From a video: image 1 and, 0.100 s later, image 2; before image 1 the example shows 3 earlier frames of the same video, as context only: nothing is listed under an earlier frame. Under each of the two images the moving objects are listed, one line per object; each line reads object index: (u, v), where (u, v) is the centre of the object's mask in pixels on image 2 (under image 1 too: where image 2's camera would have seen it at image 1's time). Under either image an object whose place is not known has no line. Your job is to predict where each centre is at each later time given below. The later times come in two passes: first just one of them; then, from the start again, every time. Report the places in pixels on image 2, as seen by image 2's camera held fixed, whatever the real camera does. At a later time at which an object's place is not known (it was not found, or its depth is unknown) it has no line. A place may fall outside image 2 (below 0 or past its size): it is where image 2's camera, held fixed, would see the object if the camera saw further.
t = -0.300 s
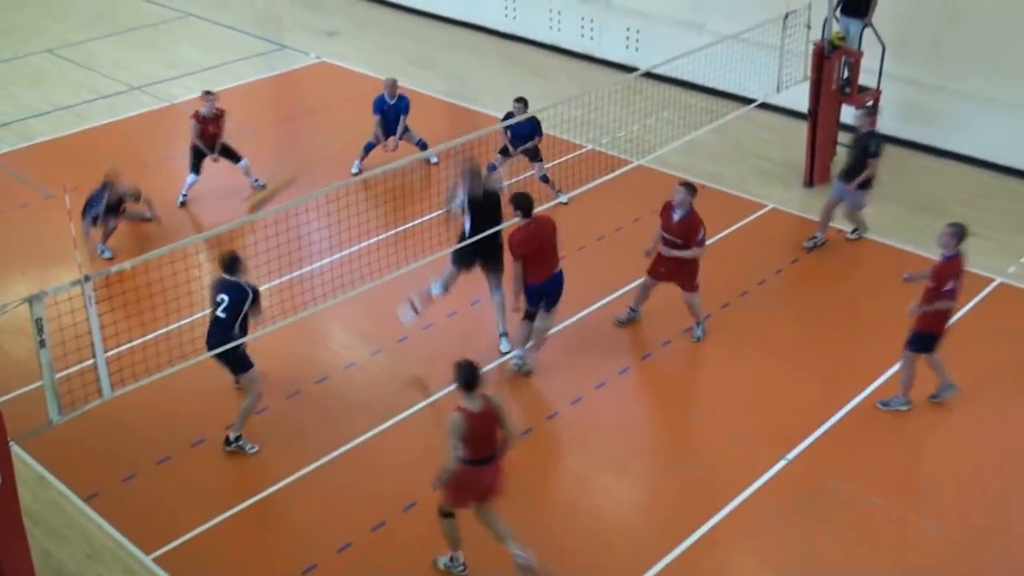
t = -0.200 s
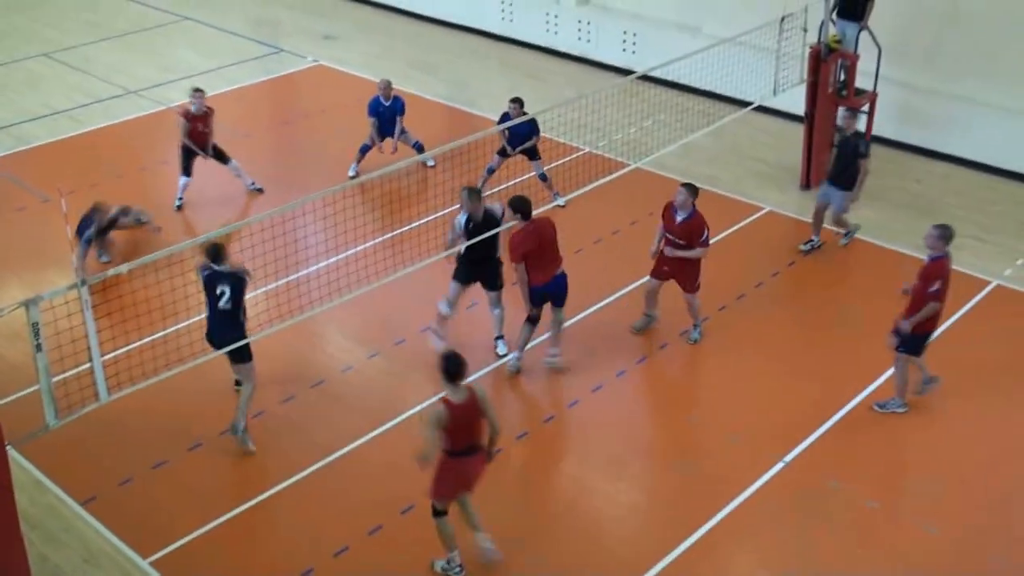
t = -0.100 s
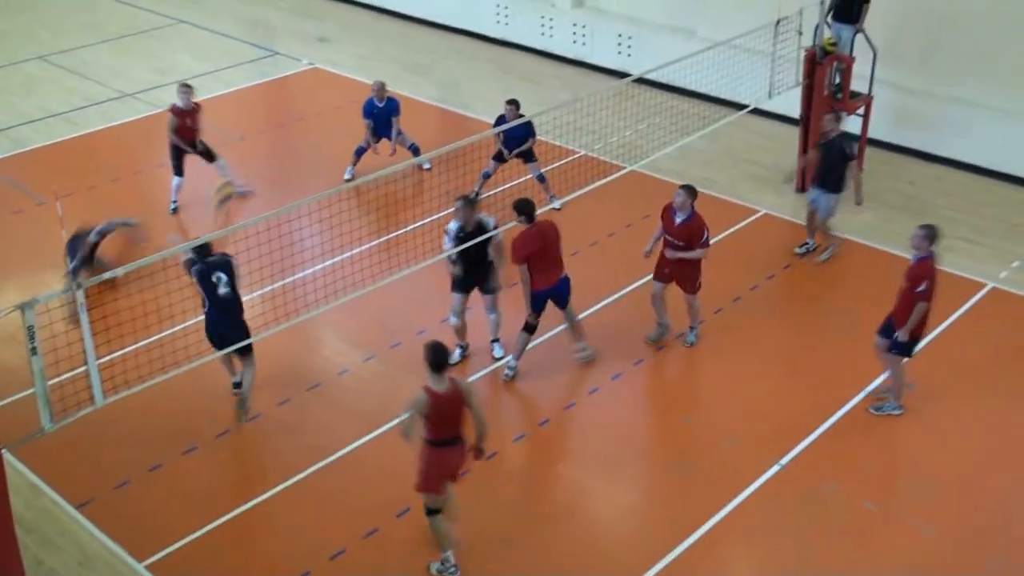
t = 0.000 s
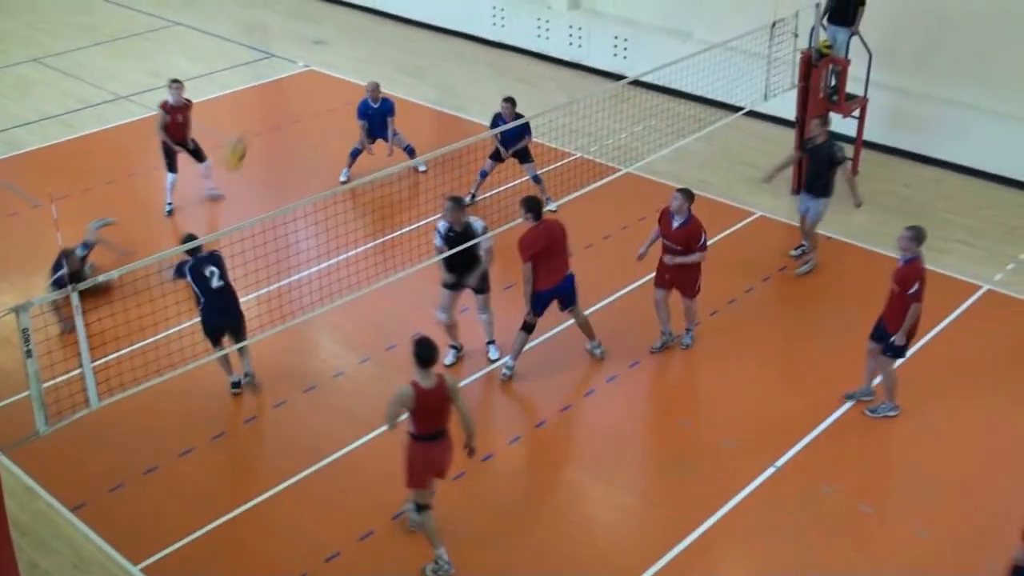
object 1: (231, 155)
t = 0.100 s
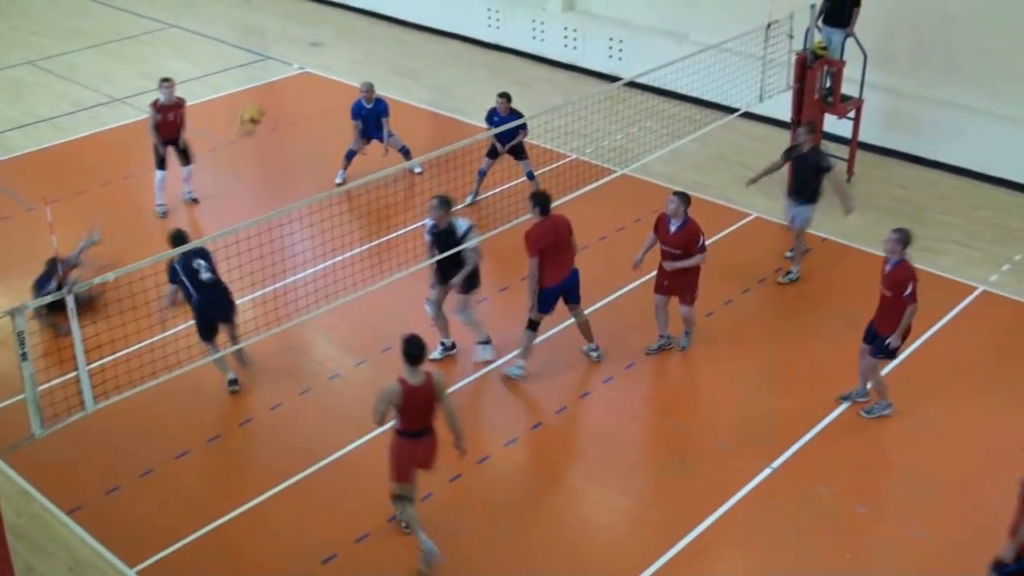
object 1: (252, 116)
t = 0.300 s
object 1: (294, 71)
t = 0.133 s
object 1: (258, 106)
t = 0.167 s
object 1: (266, 98)
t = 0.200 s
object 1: (272, 90)
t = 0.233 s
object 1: (279, 81)
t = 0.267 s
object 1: (287, 75)
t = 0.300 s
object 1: (294, 71)
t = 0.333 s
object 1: (302, 68)
